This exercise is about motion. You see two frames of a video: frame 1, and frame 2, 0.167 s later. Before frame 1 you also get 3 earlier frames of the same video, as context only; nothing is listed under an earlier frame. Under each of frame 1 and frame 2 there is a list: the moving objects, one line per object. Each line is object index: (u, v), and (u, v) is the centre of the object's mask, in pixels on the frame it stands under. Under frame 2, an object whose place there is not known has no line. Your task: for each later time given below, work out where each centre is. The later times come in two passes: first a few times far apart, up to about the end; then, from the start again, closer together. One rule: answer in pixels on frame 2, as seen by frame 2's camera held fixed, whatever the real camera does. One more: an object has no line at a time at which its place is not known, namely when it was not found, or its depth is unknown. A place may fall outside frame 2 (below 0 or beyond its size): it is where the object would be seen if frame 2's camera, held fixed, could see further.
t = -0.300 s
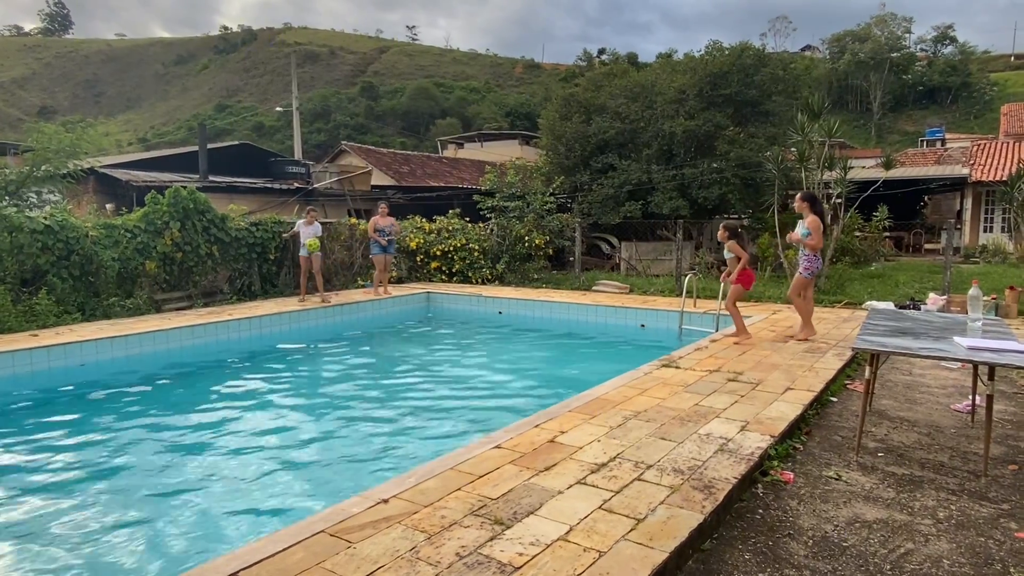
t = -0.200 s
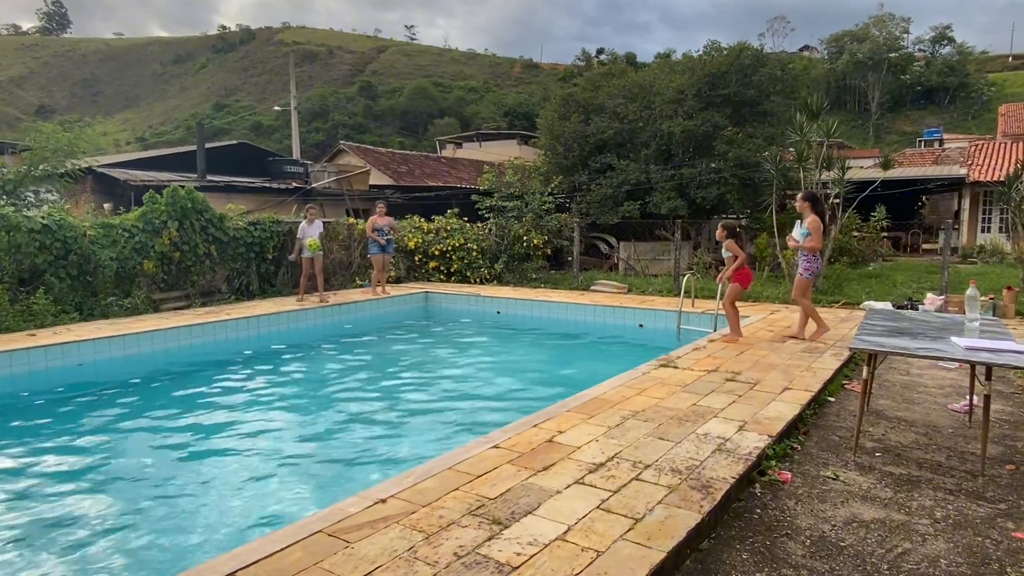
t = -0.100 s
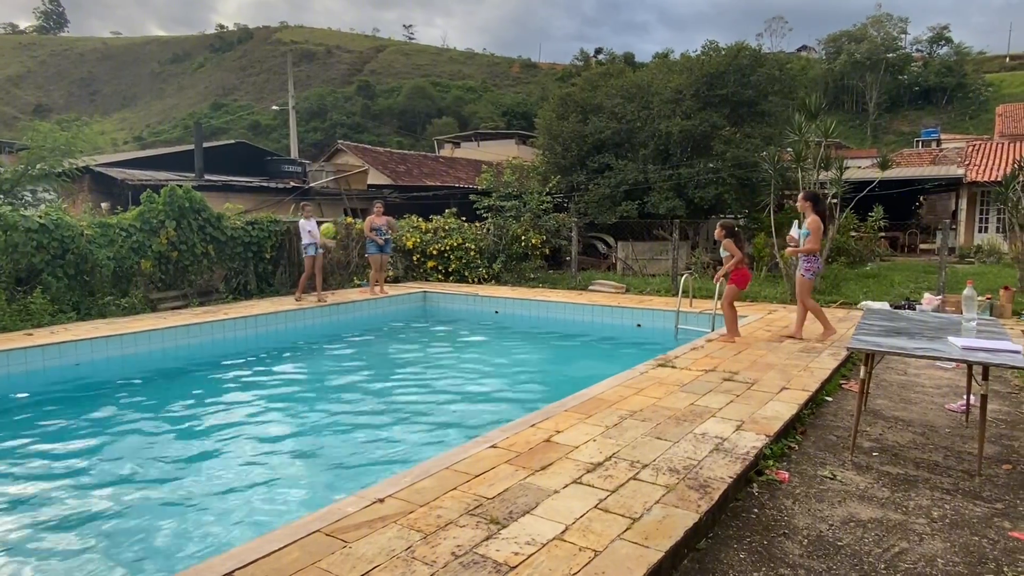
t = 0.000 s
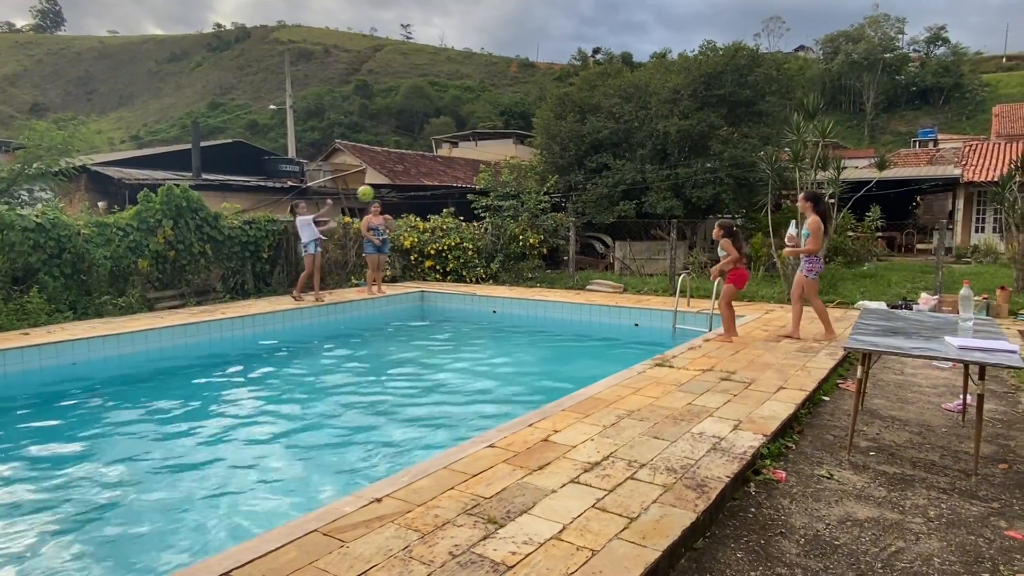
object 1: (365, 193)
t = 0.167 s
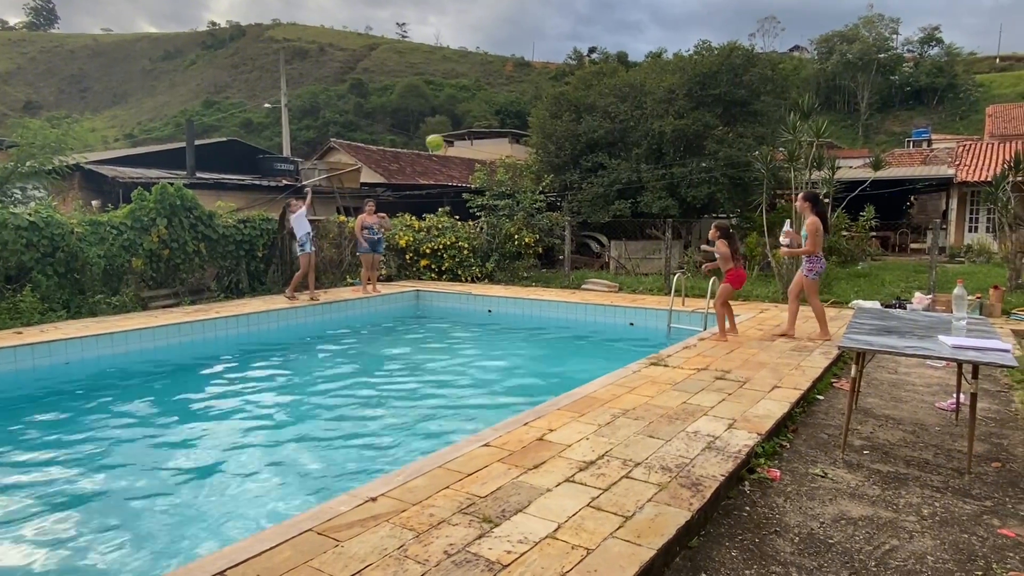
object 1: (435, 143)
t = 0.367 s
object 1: (535, 107)
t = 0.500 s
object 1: (611, 100)
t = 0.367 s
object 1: (535, 107)
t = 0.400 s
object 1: (554, 104)
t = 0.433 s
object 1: (573, 102)
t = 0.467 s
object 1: (592, 101)
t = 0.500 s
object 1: (611, 100)
